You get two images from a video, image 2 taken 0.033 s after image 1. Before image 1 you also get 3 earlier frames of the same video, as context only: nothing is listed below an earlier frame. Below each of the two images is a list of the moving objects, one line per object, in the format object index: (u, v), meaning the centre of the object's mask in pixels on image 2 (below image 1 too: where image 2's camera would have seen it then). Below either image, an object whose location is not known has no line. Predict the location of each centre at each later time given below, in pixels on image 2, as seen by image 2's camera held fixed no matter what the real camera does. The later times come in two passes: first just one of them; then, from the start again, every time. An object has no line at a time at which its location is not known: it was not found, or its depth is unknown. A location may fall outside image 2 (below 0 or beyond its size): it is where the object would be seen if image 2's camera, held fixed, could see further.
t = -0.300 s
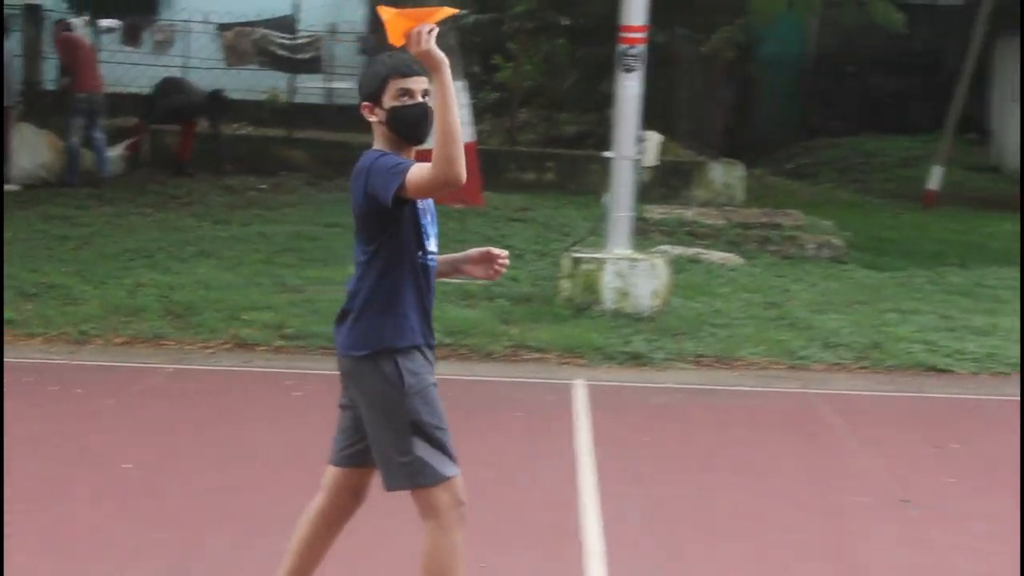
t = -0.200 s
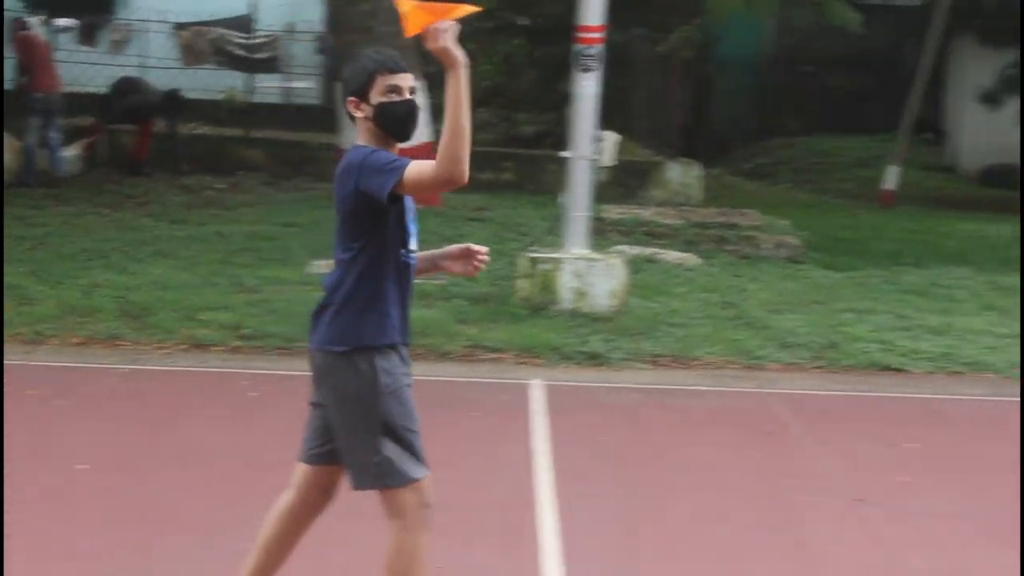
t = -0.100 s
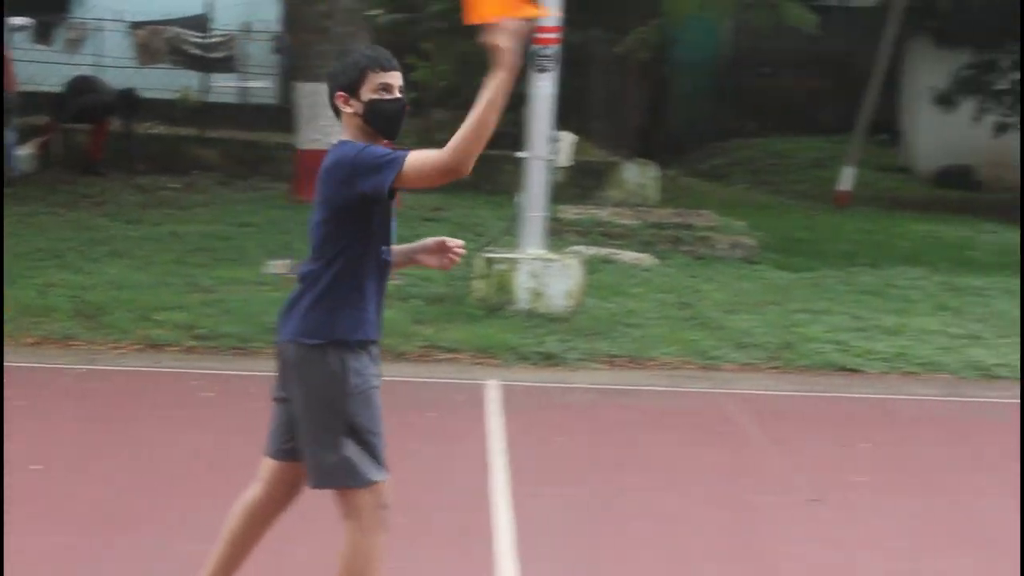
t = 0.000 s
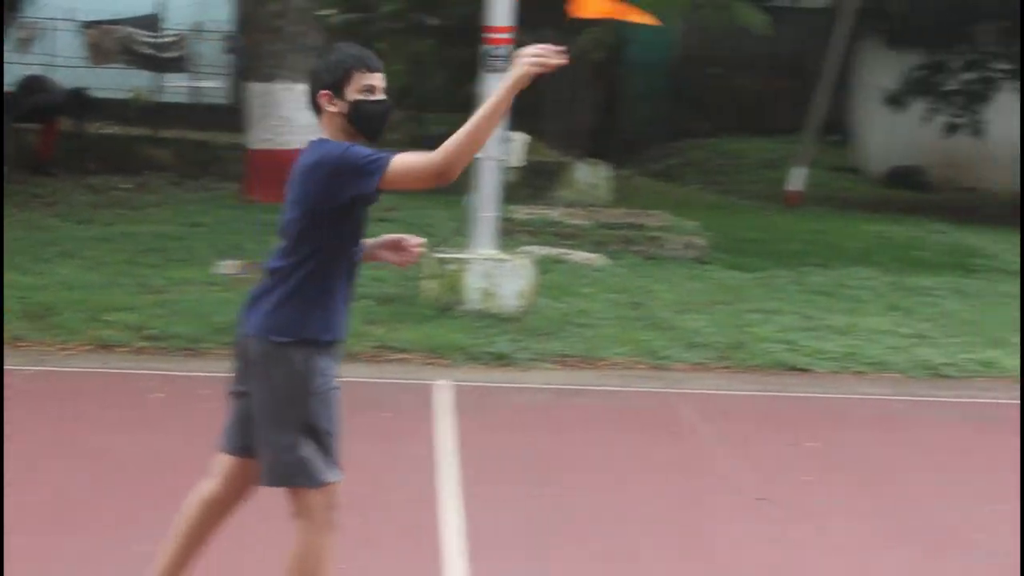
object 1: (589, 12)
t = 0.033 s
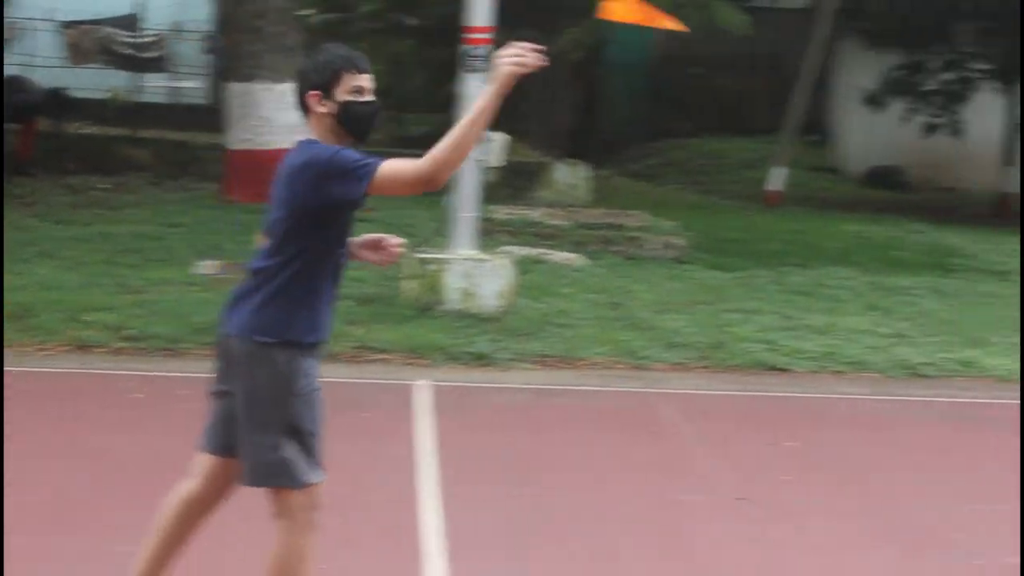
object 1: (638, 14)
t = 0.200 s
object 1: (871, 45)
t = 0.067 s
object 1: (684, 18)
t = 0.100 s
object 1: (730, 22)
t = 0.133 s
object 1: (776, 29)
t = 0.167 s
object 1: (824, 37)
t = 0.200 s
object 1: (871, 45)
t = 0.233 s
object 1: (916, 52)
